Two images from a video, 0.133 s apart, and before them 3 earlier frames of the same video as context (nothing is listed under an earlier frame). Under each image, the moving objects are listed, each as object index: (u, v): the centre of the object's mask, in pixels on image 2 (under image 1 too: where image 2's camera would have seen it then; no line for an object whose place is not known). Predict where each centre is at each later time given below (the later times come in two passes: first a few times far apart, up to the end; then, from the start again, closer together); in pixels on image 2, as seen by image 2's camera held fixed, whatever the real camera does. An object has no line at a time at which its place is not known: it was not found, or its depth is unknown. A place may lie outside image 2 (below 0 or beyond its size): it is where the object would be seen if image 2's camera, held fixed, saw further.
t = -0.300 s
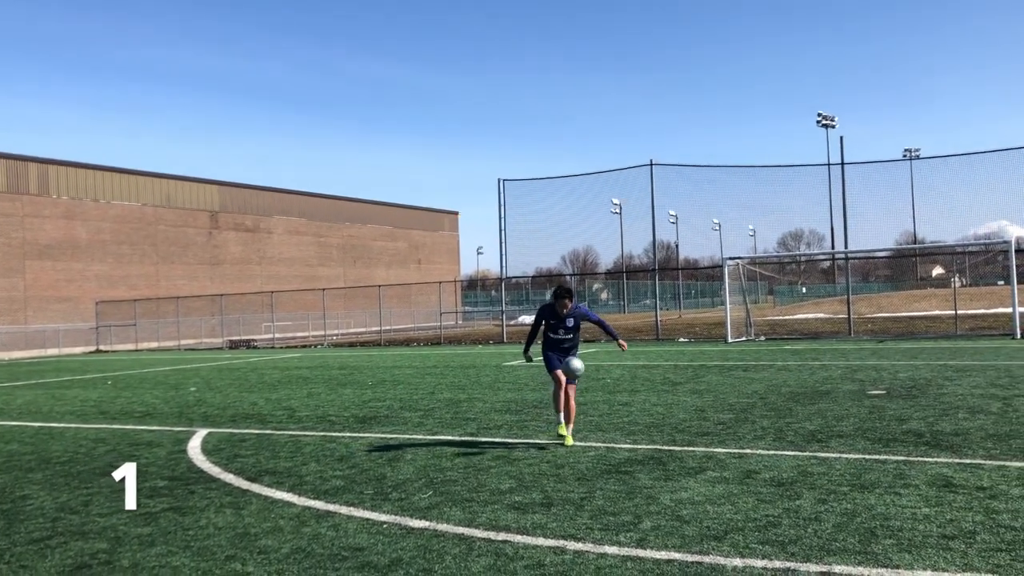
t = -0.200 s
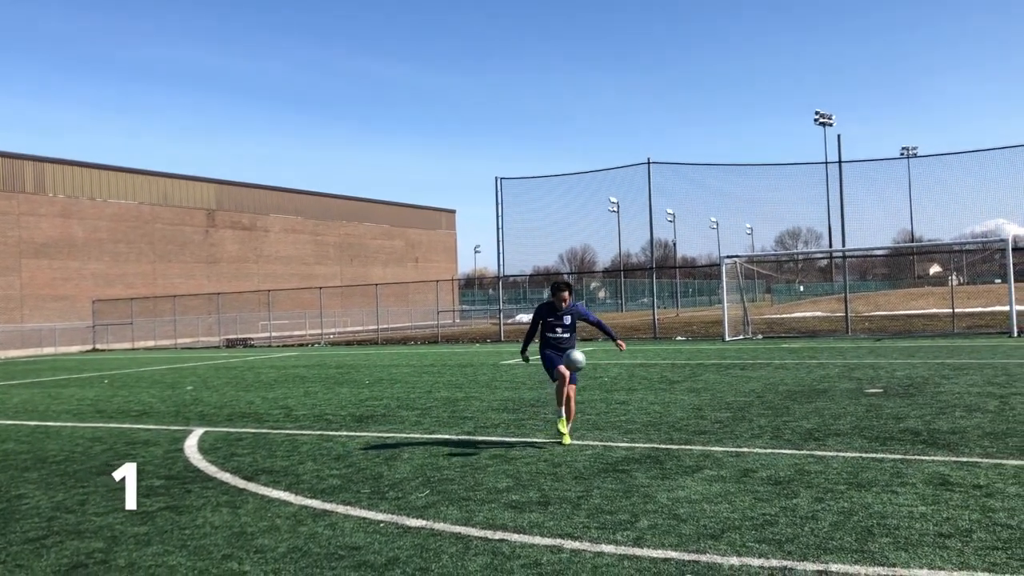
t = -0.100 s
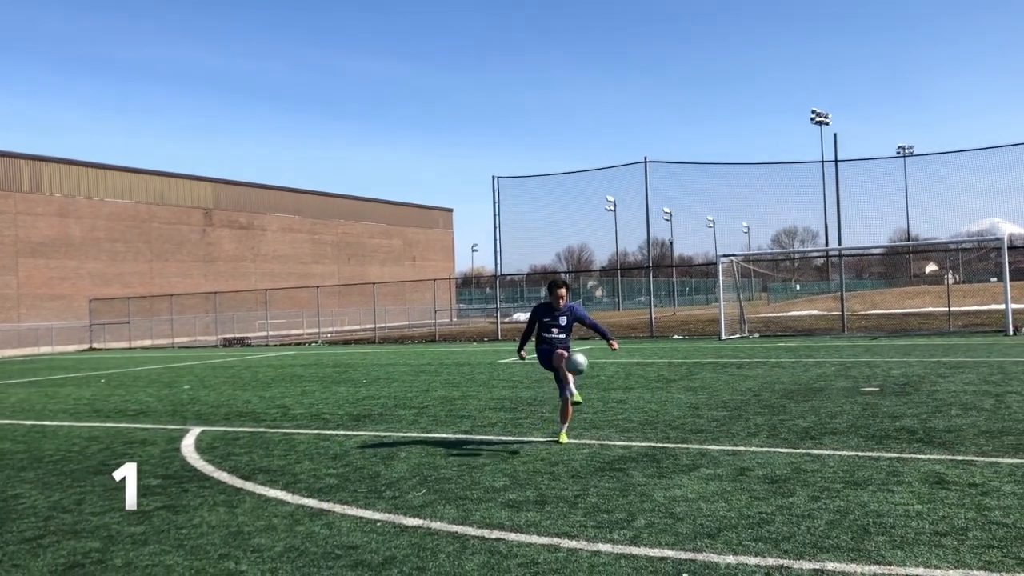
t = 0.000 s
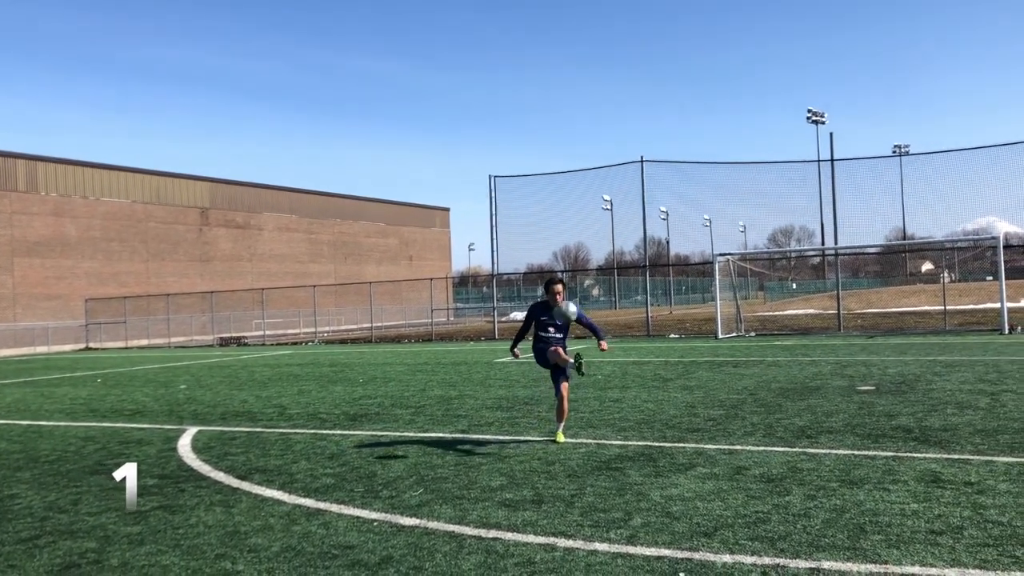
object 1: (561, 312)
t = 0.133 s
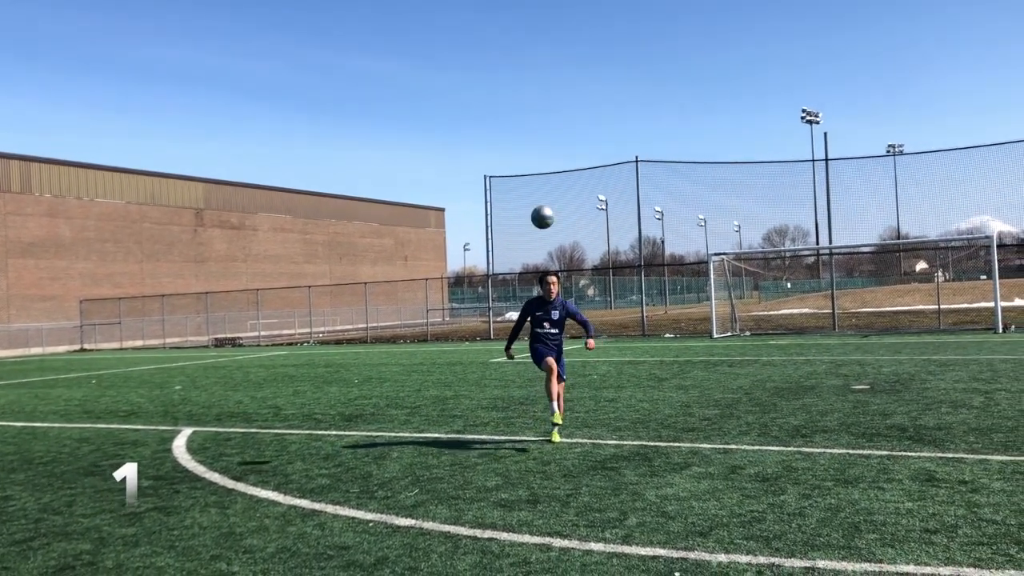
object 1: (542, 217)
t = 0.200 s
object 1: (533, 175)
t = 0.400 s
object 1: (507, 76)
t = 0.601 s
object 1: (484, 20)
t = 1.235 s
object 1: (417, 144)
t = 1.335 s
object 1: (410, 211)
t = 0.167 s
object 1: (537, 196)
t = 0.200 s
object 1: (533, 175)
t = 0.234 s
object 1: (529, 156)
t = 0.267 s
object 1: (525, 138)
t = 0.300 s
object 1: (520, 121)
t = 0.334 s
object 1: (516, 105)
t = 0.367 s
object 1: (511, 89)
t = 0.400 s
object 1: (507, 76)
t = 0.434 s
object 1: (503, 63)
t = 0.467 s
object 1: (499, 52)
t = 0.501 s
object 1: (495, 42)
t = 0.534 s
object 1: (491, 33)
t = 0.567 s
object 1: (488, 26)
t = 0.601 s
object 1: (484, 20)
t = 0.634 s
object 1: (480, 15)
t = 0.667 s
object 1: (477, 11)
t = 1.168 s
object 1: (424, 106)
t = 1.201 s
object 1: (420, 124)
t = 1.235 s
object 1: (417, 144)
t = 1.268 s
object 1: (415, 164)
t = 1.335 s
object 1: (410, 211)
